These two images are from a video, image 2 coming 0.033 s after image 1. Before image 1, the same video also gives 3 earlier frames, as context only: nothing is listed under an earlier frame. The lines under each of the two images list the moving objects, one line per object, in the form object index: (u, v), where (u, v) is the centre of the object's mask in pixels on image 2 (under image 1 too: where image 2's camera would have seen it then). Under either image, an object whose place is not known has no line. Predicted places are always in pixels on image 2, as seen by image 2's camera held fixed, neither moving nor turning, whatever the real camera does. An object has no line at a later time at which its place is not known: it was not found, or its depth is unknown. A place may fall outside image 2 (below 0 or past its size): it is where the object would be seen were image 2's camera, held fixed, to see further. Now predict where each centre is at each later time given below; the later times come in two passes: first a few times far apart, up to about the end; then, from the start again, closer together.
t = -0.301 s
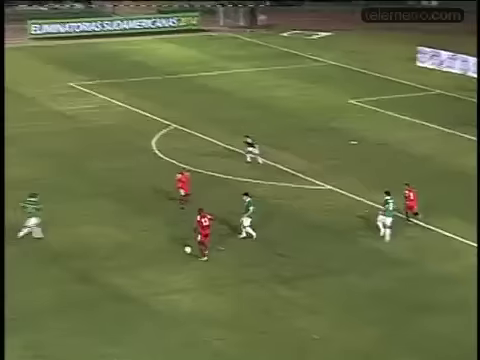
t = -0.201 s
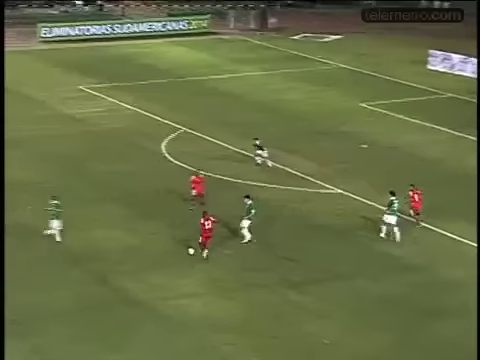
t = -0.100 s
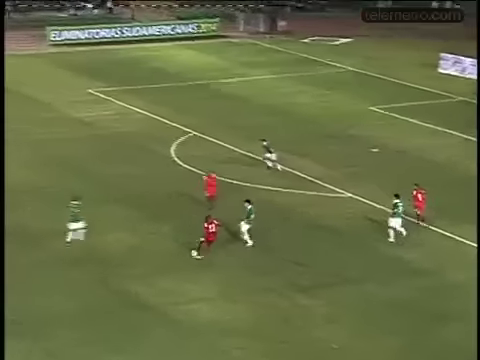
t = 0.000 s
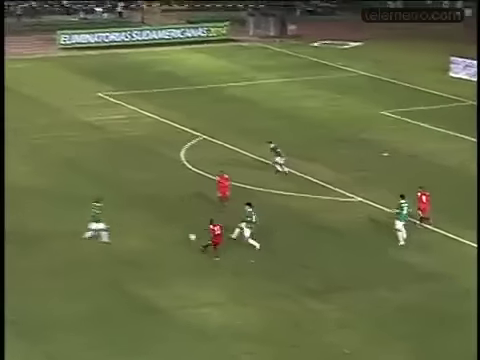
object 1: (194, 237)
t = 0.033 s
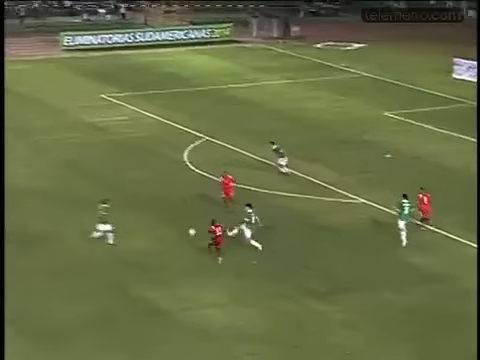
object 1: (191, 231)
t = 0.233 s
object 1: (175, 203)
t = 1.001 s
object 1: (161, 139)
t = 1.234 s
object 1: (162, 129)
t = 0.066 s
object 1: (189, 225)
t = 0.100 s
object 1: (186, 220)
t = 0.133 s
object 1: (183, 215)
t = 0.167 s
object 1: (180, 211)
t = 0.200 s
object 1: (177, 207)
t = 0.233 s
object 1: (175, 203)
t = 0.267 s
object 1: (172, 201)
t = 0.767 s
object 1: (163, 154)
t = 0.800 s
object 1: (162, 151)
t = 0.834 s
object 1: (162, 148)
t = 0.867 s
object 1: (162, 146)
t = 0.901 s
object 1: (162, 143)
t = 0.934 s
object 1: (162, 142)
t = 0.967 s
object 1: (162, 140)
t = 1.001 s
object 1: (161, 139)
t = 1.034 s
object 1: (162, 139)
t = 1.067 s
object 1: (162, 138)
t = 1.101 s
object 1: (162, 138)
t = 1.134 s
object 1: (162, 137)
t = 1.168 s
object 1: (162, 134)
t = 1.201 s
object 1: (162, 132)
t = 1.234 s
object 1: (162, 129)
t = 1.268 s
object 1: (162, 127)
